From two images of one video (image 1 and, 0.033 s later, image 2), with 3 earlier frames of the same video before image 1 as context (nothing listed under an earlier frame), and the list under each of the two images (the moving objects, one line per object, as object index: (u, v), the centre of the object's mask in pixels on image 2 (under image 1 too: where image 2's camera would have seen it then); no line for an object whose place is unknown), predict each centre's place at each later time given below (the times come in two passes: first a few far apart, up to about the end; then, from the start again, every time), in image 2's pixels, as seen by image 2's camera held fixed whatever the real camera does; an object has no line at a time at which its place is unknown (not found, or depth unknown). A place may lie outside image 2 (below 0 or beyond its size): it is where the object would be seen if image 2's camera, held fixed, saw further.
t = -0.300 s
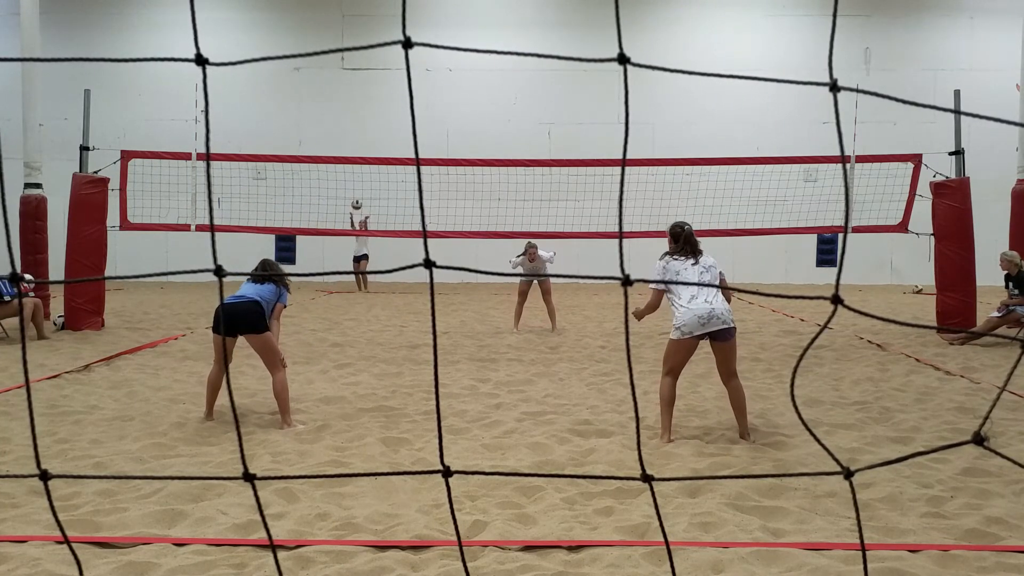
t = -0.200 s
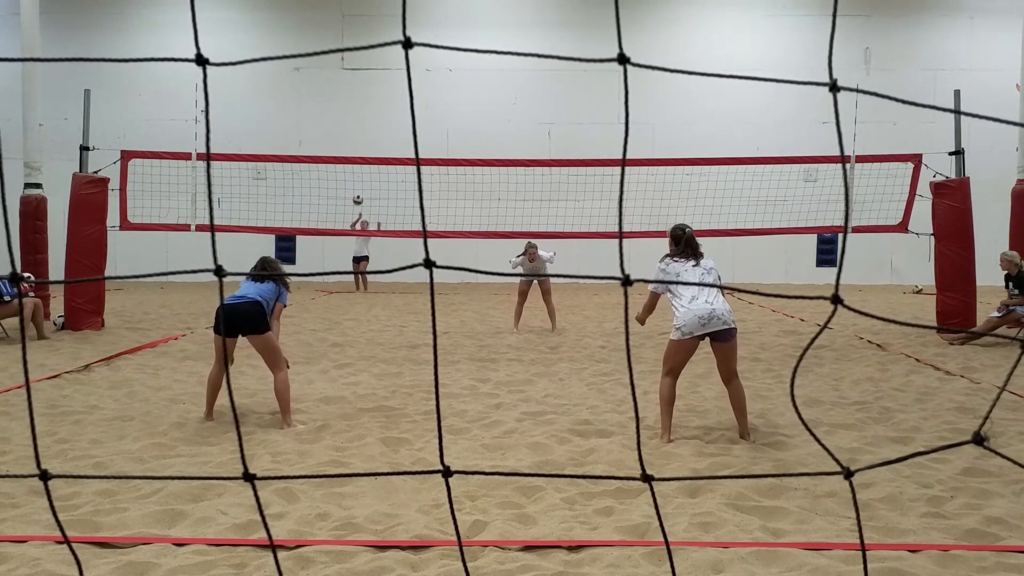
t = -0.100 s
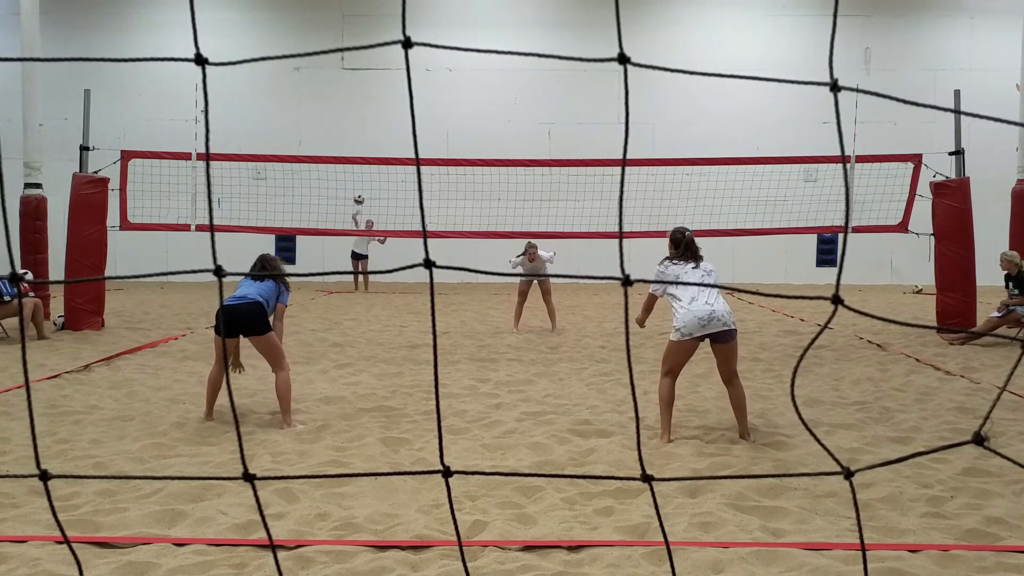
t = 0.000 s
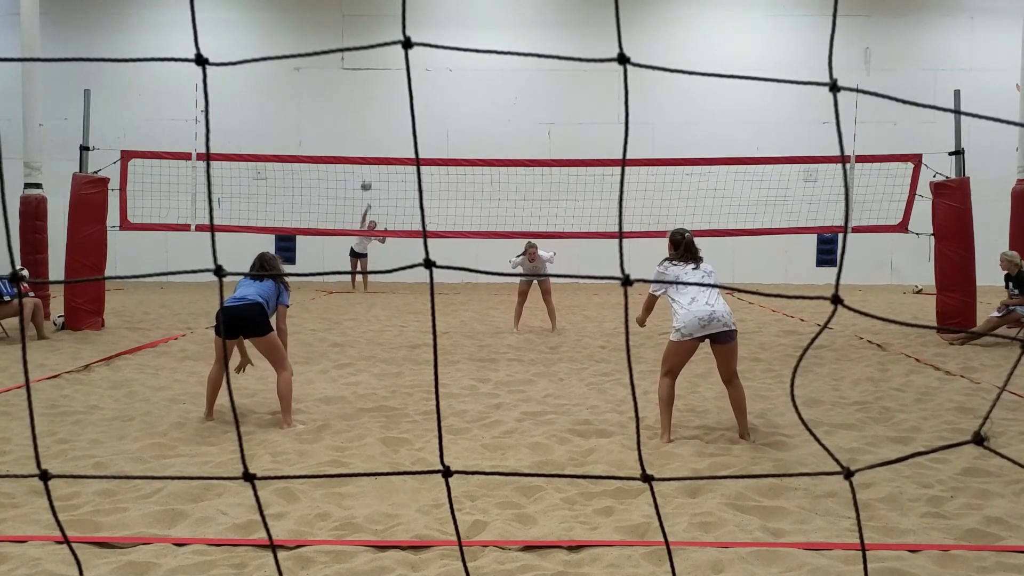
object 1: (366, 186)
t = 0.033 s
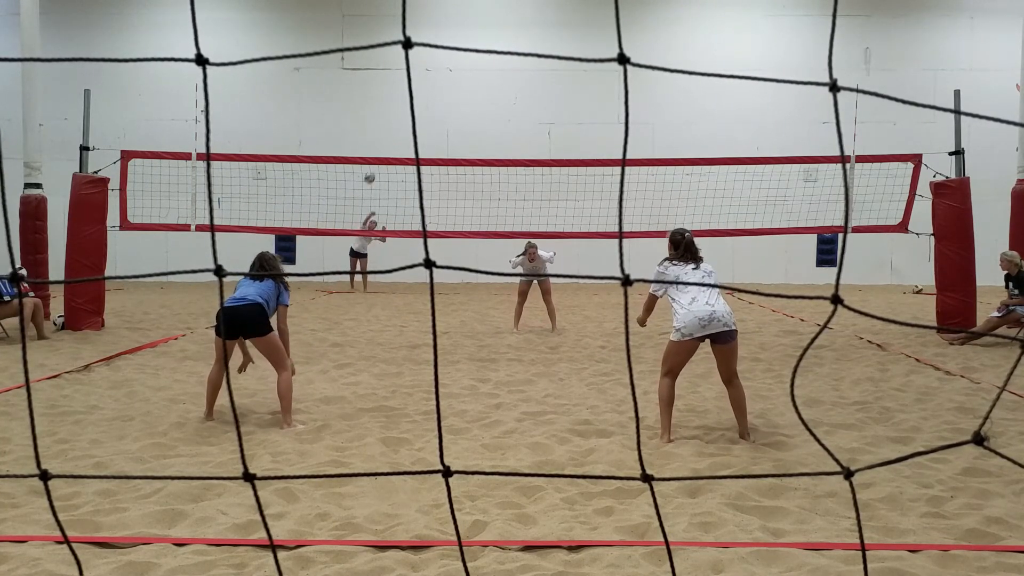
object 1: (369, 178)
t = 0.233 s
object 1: (390, 134)
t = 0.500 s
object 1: (420, 94)
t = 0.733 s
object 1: (452, 90)
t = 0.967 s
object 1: (496, 147)
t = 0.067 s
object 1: (373, 170)
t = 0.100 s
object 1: (376, 166)
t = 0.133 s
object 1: (380, 154)
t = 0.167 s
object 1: (384, 148)
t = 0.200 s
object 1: (387, 141)
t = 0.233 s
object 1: (390, 134)
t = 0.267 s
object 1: (393, 128)
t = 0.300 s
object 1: (397, 122)
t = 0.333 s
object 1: (401, 117)
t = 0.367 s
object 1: (404, 111)
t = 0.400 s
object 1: (407, 106)
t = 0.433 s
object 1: (412, 101)
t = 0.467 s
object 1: (417, 98)
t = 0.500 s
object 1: (420, 94)
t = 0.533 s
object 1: (424, 91)
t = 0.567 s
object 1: (428, 89)
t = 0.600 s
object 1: (432, 87)
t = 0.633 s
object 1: (437, 86)
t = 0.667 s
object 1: (441, 87)
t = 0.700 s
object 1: (447, 88)
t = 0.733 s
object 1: (452, 90)
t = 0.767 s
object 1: (457, 93)
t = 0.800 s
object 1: (463, 98)
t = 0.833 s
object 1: (468, 104)
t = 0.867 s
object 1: (475, 112)
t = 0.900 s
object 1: (481, 122)
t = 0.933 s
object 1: (489, 134)
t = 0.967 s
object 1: (496, 147)
